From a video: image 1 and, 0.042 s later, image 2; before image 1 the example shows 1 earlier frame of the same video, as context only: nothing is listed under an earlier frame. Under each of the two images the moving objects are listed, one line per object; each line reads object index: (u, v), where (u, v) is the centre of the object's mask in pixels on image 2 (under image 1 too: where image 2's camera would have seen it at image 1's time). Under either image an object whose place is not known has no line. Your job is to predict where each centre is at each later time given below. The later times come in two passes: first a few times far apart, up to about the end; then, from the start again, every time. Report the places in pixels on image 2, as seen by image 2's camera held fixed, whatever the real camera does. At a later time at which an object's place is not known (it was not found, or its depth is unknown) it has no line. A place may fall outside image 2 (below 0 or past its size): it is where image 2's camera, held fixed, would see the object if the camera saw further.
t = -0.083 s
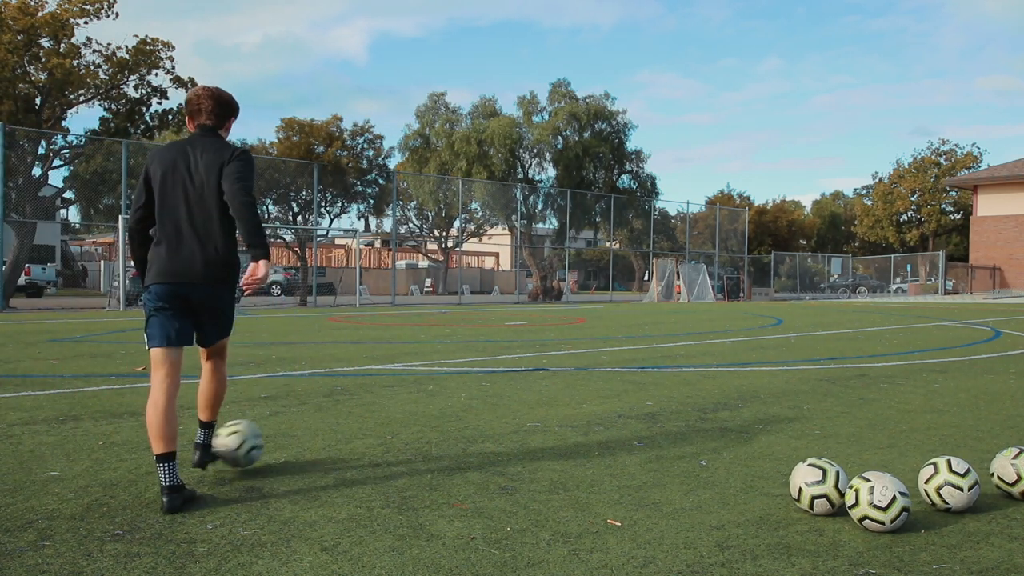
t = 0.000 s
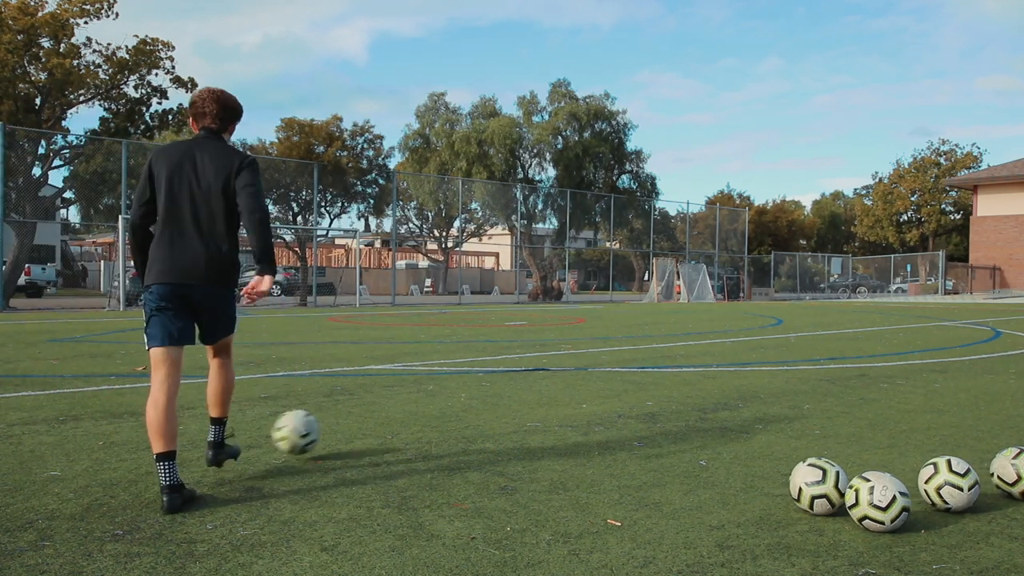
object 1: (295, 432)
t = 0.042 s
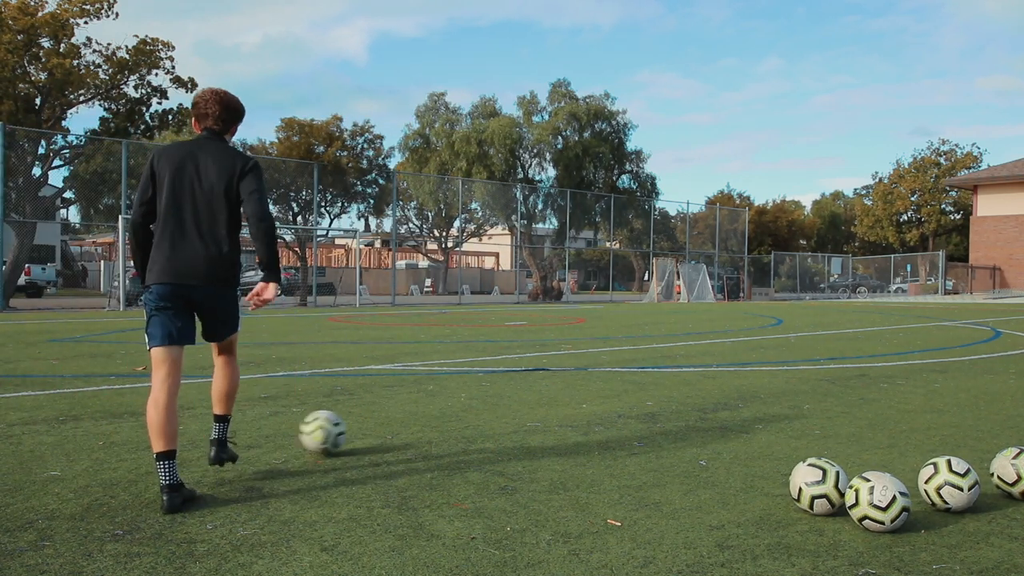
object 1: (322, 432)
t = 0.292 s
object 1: (419, 412)
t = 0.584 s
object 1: (487, 402)
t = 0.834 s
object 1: (533, 392)
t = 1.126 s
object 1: (576, 382)
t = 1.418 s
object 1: (610, 375)
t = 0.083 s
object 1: (345, 430)
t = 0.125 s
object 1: (362, 423)
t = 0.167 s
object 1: (379, 420)
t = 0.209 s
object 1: (395, 420)
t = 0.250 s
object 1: (408, 417)
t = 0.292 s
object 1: (419, 412)
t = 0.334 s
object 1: (429, 409)
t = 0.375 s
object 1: (440, 410)
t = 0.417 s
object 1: (450, 410)
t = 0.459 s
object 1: (460, 407)
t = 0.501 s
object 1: (469, 406)
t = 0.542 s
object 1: (478, 403)
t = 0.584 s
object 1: (487, 402)
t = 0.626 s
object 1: (495, 400)
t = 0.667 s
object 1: (504, 399)
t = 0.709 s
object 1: (512, 397)
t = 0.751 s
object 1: (519, 395)
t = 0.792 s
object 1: (526, 393)
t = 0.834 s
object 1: (533, 392)
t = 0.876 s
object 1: (540, 391)
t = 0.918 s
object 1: (546, 389)
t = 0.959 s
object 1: (553, 388)
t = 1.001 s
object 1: (559, 386)
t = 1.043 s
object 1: (565, 385)
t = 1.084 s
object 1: (571, 384)
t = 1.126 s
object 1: (576, 382)
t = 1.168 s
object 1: (581, 381)
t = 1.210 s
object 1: (587, 380)
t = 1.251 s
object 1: (592, 379)
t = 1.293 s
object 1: (597, 378)
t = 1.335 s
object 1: (601, 377)
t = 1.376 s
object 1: (606, 376)
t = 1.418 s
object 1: (610, 375)
